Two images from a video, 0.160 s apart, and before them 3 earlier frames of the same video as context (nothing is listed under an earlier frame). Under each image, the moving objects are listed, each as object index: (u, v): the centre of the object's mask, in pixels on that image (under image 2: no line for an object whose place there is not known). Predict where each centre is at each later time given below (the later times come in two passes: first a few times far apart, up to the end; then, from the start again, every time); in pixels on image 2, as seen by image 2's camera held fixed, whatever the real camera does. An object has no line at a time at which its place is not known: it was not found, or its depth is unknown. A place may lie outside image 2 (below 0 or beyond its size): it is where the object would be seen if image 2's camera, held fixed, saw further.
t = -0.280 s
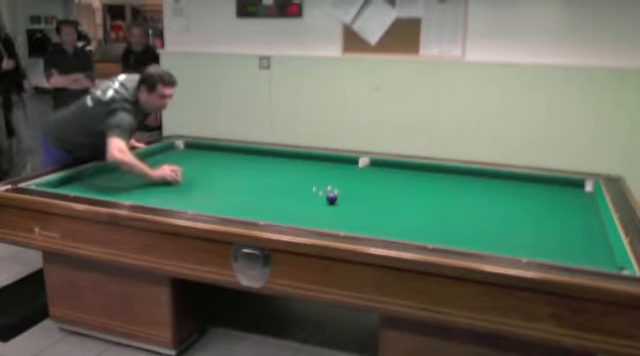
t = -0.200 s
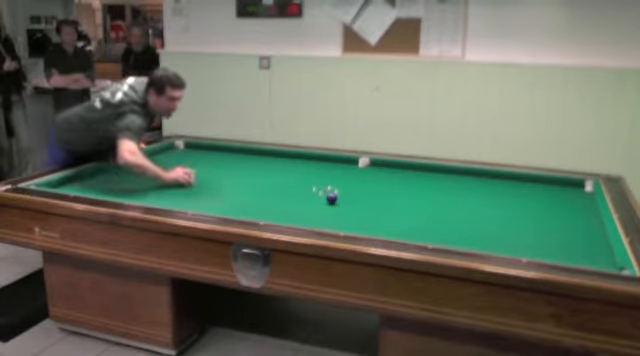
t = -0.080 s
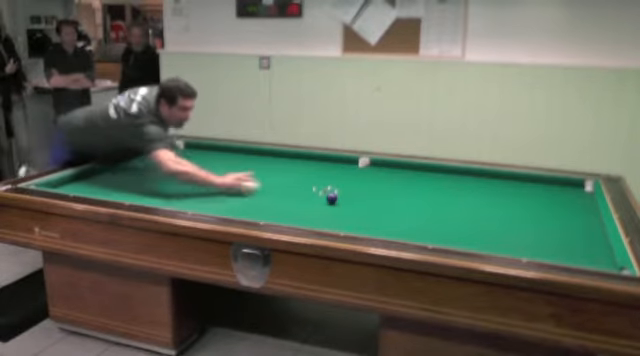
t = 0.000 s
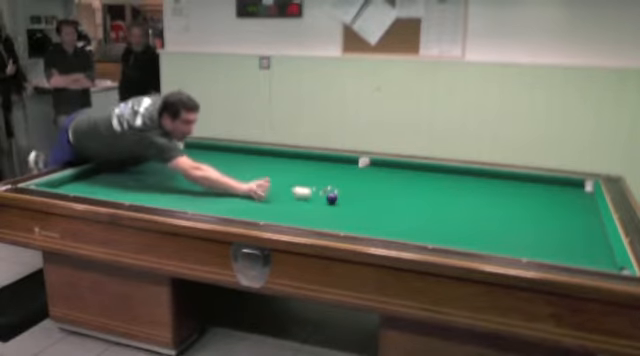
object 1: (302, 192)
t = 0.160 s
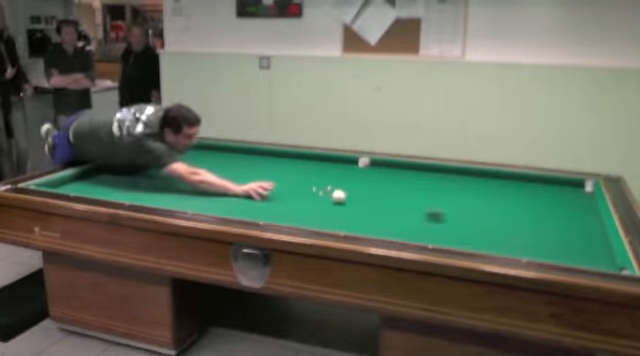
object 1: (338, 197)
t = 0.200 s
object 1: (344, 197)
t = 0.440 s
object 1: (375, 199)
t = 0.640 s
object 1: (401, 201)
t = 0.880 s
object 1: (432, 204)
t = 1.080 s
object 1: (457, 206)
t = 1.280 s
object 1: (482, 208)
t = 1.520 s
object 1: (512, 210)
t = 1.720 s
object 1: (536, 213)
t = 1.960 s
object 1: (565, 215)
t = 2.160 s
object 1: (589, 217)
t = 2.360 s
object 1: (584, 216)
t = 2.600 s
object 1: (568, 213)
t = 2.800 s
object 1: (555, 211)
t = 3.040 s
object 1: (540, 209)
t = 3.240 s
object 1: (529, 207)
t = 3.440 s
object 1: (517, 205)
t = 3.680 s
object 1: (504, 203)
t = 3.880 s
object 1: (494, 201)
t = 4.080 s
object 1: (484, 200)
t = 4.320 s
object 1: (473, 198)
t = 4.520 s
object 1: (464, 197)
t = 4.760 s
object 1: (453, 195)
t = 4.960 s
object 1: (445, 194)
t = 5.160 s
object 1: (437, 192)
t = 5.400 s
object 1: (428, 191)
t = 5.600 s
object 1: (421, 190)
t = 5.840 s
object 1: (413, 189)
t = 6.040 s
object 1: (406, 188)
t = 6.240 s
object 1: (400, 187)
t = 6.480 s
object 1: (393, 186)
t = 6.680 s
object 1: (388, 185)
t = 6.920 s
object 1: (382, 184)
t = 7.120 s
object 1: (378, 184)
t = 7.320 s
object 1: (373, 183)
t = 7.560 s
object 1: (368, 182)
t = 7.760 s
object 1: (365, 182)
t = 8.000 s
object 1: (360, 181)
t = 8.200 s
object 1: (357, 181)
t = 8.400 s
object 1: (354, 181)
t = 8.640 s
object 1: (351, 180)
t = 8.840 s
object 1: (349, 180)
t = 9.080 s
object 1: (346, 180)
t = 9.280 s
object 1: (345, 179)
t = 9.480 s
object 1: (343, 179)
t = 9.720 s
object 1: (341, 179)
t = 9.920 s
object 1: (341, 179)
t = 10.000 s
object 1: (340, 179)
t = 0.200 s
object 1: (344, 197)
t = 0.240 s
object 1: (349, 197)
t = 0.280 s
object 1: (354, 198)
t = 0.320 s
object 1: (359, 198)
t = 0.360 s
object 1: (365, 199)
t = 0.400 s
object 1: (370, 199)
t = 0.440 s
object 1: (375, 199)
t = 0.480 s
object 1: (380, 199)
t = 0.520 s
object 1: (385, 200)
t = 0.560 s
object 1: (390, 200)
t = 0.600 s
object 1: (396, 201)
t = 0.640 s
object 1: (401, 201)
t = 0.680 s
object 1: (406, 202)
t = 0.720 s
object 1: (411, 202)
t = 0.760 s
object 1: (417, 203)
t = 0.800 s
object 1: (422, 203)
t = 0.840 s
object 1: (427, 203)
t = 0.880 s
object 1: (432, 204)
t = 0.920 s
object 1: (437, 204)
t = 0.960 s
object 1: (442, 205)
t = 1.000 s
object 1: (447, 205)
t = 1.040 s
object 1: (452, 205)
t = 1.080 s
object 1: (457, 206)
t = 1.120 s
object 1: (462, 206)
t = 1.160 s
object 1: (467, 206)
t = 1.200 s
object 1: (472, 207)
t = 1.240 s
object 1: (477, 207)
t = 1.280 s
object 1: (482, 208)
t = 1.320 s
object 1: (487, 208)
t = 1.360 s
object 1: (492, 209)
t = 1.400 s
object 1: (497, 209)
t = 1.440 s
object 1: (502, 210)
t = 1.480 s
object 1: (507, 210)
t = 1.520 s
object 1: (512, 210)
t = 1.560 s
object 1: (517, 211)
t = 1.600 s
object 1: (521, 211)
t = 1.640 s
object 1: (527, 212)
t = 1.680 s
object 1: (532, 212)
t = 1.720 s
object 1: (536, 213)
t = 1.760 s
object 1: (541, 213)
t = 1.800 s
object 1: (546, 213)
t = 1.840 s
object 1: (551, 214)
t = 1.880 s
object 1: (555, 214)
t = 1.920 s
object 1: (560, 214)
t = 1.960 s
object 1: (565, 215)
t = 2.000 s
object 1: (570, 216)
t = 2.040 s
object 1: (574, 216)
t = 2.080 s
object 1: (579, 216)
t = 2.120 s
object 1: (584, 217)
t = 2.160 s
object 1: (589, 217)
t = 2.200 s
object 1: (593, 218)
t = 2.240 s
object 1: (593, 217)
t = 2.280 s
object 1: (590, 217)
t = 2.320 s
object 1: (587, 217)
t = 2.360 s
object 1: (584, 216)
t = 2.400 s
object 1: (581, 216)
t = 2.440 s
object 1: (578, 215)
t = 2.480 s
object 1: (576, 215)
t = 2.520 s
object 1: (573, 214)
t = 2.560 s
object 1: (570, 214)
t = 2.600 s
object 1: (568, 213)
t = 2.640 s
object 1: (565, 213)
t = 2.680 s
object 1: (563, 212)
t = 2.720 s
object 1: (560, 212)
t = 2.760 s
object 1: (558, 212)
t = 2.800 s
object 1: (555, 211)
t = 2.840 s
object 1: (552, 211)
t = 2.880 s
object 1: (550, 210)
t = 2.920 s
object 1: (548, 210)
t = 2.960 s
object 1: (545, 210)
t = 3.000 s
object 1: (543, 209)
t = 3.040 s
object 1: (540, 209)
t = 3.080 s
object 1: (538, 209)
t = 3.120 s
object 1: (535, 208)
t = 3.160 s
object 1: (533, 208)
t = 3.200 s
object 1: (531, 207)
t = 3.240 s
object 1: (529, 207)
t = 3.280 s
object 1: (526, 207)
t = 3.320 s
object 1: (524, 206)
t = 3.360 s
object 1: (522, 206)
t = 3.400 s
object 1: (519, 206)
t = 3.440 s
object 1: (517, 205)
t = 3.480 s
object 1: (515, 205)
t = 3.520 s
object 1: (513, 204)
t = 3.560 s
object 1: (511, 204)
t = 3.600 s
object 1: (508, 204)
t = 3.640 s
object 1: (507, 203)
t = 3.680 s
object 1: (504, 203)
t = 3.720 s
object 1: (502, 203)
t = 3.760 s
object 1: (500, 203)
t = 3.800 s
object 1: (498, 202)
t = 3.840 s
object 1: (496, 202)
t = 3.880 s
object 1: (494, 201)
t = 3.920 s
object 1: (492, 201)
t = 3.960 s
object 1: (490, 201)
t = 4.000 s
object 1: (488, 201)
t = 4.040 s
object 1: (486, 200)
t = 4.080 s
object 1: (484, 200)
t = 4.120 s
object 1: (482, 200)
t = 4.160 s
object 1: (480, 199)
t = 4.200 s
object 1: (479, 199)
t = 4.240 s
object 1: (477, 199)
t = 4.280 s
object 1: (475, 199)
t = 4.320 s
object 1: (473, 198)
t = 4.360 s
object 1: (471, 198)
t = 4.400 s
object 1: (469, 197)
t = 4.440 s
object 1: (467, 197)
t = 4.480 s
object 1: (466, 197)
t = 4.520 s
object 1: (464, 197)
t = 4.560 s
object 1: (462, 196)
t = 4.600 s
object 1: (460, 196)
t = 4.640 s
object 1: (458, 196)
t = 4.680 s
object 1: (457, 196)
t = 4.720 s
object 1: (455, 195)
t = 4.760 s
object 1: (453, 195)
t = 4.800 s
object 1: (452, 195)
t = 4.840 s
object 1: (450, 195)
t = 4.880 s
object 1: (448, 194)
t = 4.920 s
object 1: (447, 194)
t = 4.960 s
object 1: (445, 194)
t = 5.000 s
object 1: (444, 193)
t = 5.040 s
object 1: (442, 193)
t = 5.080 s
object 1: (440, 193)
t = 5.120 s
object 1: (439, 193)
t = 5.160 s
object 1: (437, 192)
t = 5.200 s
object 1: (436, 192)
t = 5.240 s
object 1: (434, 192)
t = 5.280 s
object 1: (433, 192)
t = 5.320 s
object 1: (432, 192)
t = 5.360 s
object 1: (430, 191)
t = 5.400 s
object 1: (428, 191)
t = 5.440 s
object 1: (427, 191)
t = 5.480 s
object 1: (425, 191)
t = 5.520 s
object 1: (424, 190)
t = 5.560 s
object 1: (423, 190)
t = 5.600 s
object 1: (421, 190)
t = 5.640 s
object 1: (420, 190)
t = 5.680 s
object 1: (418, 190)
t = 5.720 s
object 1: (417, 190)
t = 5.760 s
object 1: (416, 189)
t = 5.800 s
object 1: (414, 189)
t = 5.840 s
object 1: (413, 189)
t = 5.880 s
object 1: (412, 189)
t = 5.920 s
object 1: (410, 189)
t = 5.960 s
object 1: (409, 188)
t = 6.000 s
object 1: (407, 188)
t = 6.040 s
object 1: (406, 188)
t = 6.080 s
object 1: (405, 188)
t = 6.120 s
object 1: (404, 188)
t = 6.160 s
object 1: (403, 187)
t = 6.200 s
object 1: (402, 187)
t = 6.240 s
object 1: (400, 187)
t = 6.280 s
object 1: (399, 187)
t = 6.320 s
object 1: (398, 187)
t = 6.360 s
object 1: (397, 187)
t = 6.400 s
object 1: (396, 186)
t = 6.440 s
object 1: (394, 186)
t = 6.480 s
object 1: (393, 186)
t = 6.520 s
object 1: (392, 186)
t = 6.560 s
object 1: (391, 186)
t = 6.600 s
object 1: (390, 185)
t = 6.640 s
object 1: (389, 185)
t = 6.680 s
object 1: (388, 185)
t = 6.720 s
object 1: (387, 185)
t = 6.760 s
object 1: (386, 185)
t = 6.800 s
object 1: (385, 185)
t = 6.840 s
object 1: (384, 185)
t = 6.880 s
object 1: (383, 185)
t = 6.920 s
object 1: (382, 184)
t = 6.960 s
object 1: (381, 184)
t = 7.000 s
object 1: (380, 184)
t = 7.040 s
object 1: (379, 184)
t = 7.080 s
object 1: (378, 184)
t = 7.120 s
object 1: (378, 184)
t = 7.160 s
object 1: (377, 184)
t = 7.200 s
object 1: (376, 183)
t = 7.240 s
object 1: (375, 183)
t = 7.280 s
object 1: (374, 183)
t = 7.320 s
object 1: (373, 183)
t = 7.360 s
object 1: (372, 183)
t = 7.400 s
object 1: (372, 183)
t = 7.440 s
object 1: (371, 183)
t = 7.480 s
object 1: (370, 183)
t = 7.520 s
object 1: (369, 182)
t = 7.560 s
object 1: (368, 182)
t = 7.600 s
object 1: (368, 182)
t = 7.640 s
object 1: (367, 182)
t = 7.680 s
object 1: (366, 182)
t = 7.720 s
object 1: (365, 182)
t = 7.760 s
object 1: (365, 182)
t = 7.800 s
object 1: (364, 182)
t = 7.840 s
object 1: (363, 182)
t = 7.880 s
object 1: (363, 182)
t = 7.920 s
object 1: (362, 181)
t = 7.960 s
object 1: (361, 181)
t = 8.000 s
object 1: (360, 181)
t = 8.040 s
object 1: (360, 181)
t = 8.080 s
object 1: (359, 181)
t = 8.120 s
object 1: (359, 181)
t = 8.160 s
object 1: (358, 181)
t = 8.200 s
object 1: (357, 181)
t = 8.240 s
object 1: (357, 181)
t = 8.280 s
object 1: (356, 181)
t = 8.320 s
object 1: (356, 181)
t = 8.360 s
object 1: (355, 181)
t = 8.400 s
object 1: (354, 181)
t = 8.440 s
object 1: (354, 180)
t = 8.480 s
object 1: (353, 180)
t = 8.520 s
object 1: (353, 180)
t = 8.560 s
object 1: (352, 180)
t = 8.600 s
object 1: (352, 180)
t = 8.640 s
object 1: (351, 180)
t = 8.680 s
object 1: (351, 180)
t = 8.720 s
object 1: (350, 180)
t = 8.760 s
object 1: (350, 180)
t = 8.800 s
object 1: (349, 180)
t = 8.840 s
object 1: (349, 180)
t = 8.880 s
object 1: (348, 180)
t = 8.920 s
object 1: (348, 180)
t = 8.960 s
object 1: (348, 180)
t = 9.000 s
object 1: (347, 180)
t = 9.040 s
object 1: (347, 180)
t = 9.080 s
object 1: (346, 180)
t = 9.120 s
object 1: (346, 179)
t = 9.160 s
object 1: (346, 179)
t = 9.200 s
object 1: (345, 179)
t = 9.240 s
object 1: (345, 179)
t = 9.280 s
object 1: (345, 179)
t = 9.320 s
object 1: (344, 179)
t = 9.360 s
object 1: (344, 179)
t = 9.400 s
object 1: (344, 179)
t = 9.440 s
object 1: (343, 179)
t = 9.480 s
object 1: (343, 179)
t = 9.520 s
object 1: (343, 179)
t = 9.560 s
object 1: (343, 179)
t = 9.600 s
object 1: (342, 179)
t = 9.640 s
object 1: (342, 179)
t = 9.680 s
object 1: (342, 179)
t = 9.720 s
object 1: (341, 179)
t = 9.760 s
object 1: (341, 179)
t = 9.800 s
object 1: (341, 179)
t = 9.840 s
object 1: (341, 179)
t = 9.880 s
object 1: (341, 179)
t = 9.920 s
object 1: (341, 179)
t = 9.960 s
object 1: (340, 179)
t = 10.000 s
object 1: (340, 179)
